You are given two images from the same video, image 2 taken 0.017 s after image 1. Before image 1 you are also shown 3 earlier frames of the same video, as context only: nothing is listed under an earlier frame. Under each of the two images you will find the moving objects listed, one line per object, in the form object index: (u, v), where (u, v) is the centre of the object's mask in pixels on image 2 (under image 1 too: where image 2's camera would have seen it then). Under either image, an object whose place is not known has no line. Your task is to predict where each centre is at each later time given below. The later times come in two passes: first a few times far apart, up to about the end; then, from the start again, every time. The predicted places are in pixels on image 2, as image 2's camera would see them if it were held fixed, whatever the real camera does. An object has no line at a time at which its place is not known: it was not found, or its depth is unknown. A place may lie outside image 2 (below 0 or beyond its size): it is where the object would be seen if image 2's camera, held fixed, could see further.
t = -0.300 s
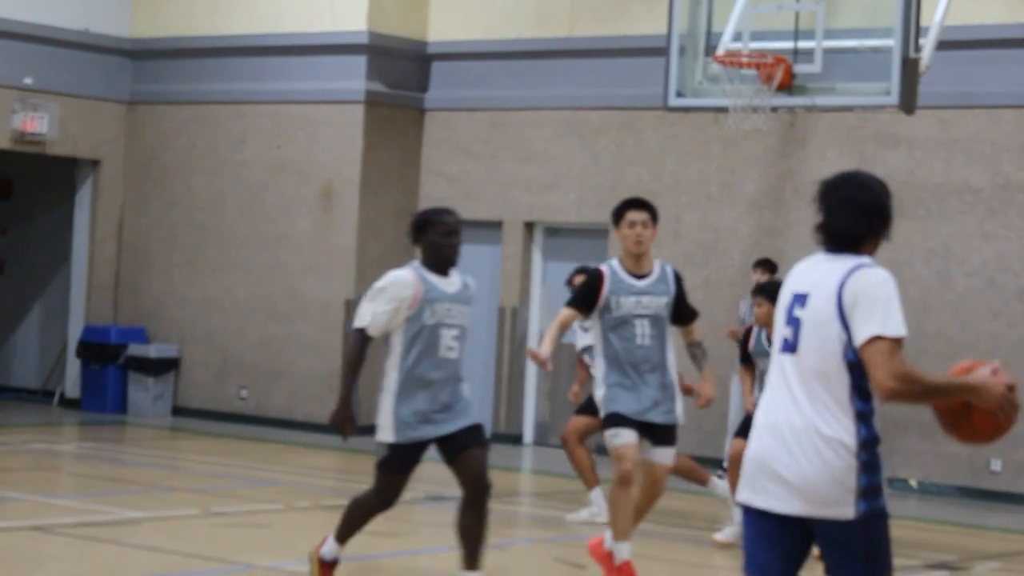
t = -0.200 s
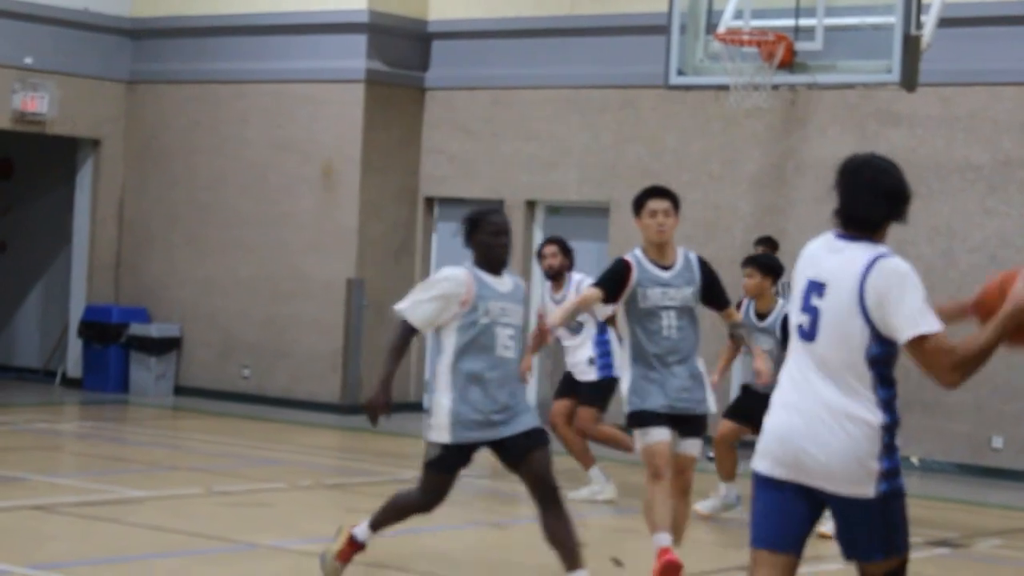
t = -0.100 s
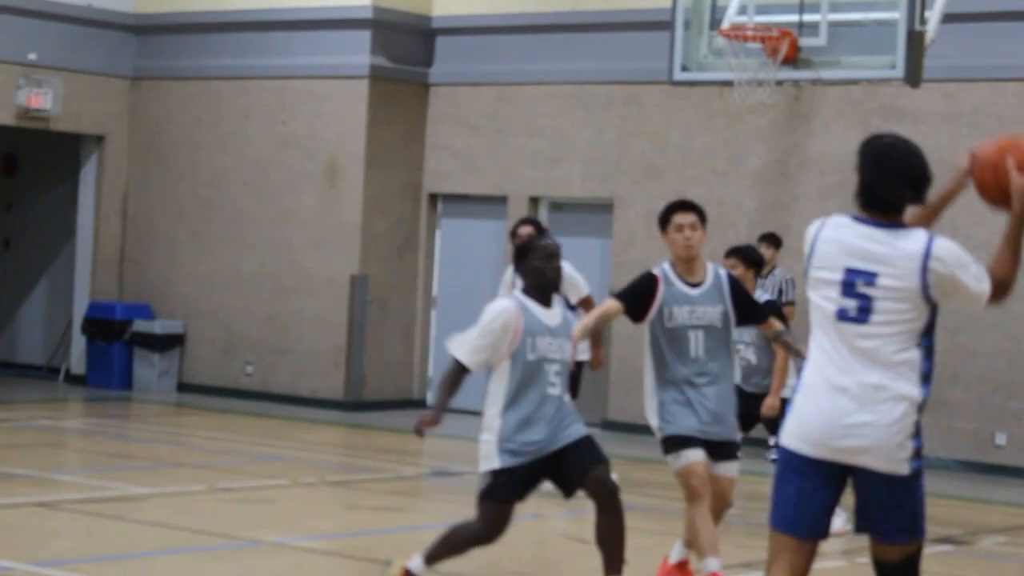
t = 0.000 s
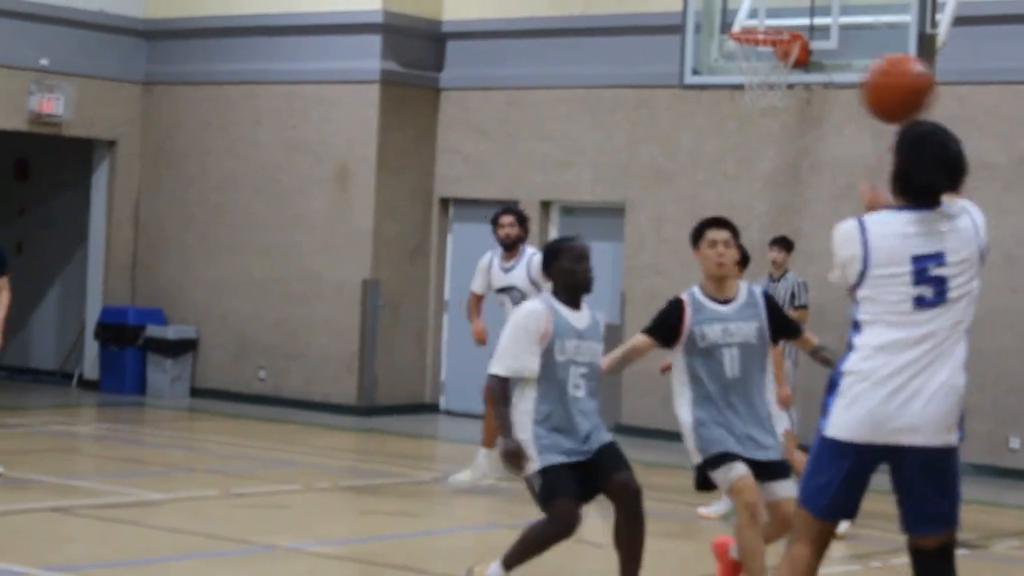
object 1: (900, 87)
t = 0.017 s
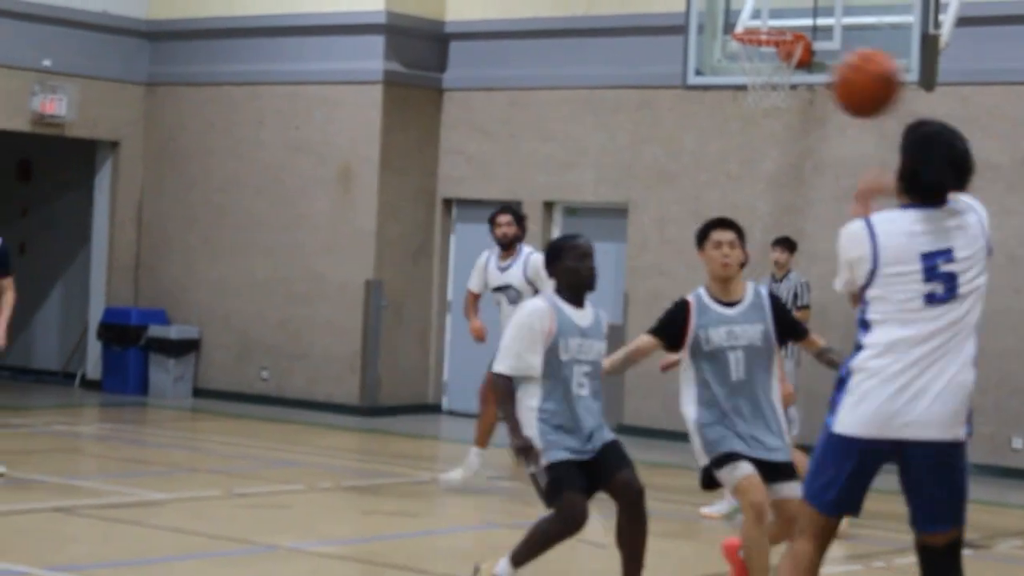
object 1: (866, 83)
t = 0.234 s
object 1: (546, 71)
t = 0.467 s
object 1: (339, 144)
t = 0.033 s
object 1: (835, 77)
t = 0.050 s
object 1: (804, 73)
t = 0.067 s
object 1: (776, 69)
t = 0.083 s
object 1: (748, 67)
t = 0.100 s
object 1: (722, 64)
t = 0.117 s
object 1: (697, 63)
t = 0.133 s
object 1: (673, 63)
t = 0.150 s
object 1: (650, 63)
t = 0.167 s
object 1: (628, 63)
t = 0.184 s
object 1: (607, 65)
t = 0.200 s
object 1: (585, 66)
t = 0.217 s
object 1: (566, 69)
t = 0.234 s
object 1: (546, 71)
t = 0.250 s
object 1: (528, 73)
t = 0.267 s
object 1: (510, 77)
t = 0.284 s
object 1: (493, 80)
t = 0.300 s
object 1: (477, 84)
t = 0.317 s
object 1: (462, 88)
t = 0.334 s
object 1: (446, 93)
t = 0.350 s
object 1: (431, 99)
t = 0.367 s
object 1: (417, 105)
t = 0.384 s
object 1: (404, 111)
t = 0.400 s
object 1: (390, 117)
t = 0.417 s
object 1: (377, 124)
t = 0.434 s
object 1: (364, 131)
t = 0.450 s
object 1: (351, 137)
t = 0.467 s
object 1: (339, 144)
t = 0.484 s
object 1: (328, 151)
